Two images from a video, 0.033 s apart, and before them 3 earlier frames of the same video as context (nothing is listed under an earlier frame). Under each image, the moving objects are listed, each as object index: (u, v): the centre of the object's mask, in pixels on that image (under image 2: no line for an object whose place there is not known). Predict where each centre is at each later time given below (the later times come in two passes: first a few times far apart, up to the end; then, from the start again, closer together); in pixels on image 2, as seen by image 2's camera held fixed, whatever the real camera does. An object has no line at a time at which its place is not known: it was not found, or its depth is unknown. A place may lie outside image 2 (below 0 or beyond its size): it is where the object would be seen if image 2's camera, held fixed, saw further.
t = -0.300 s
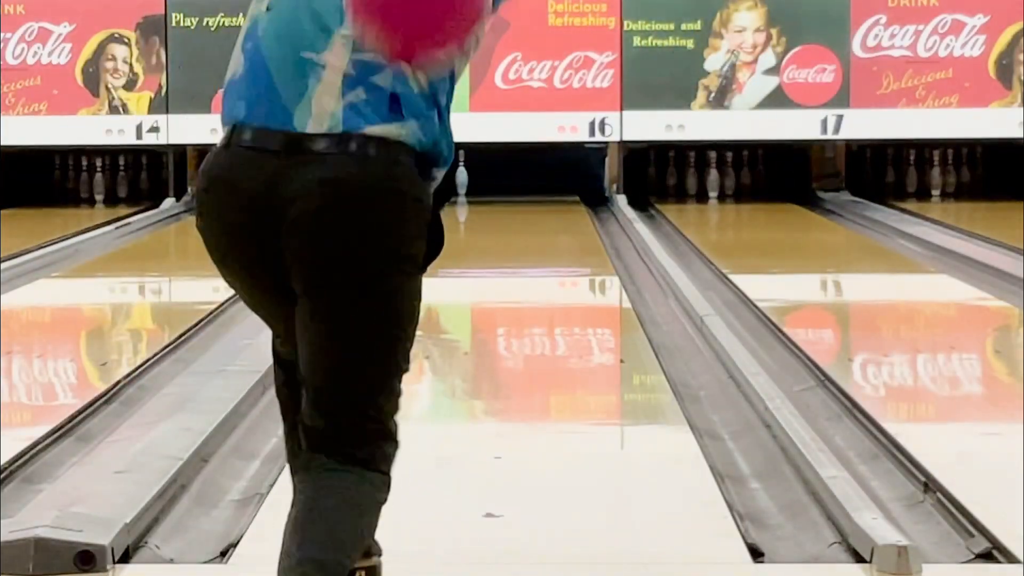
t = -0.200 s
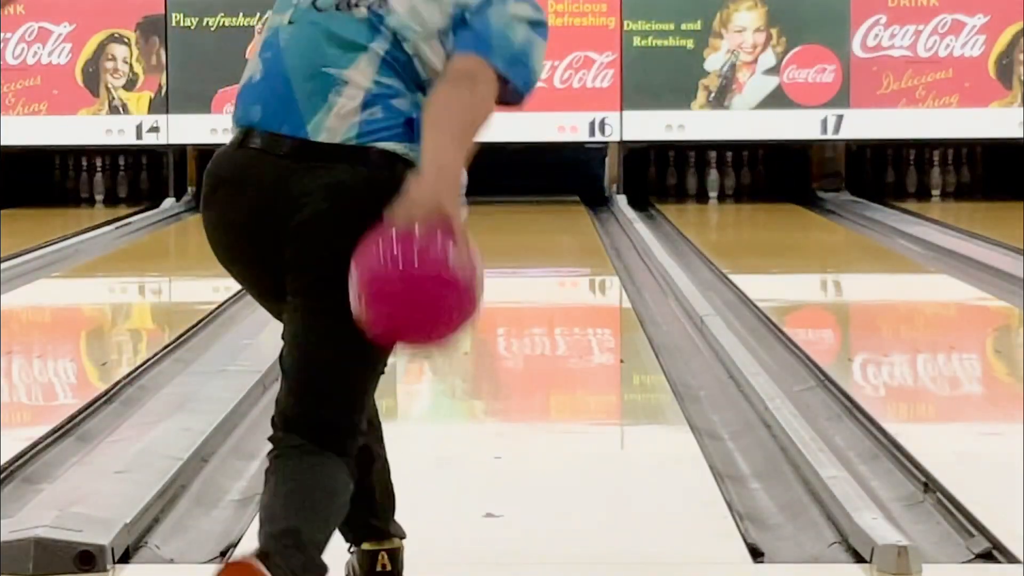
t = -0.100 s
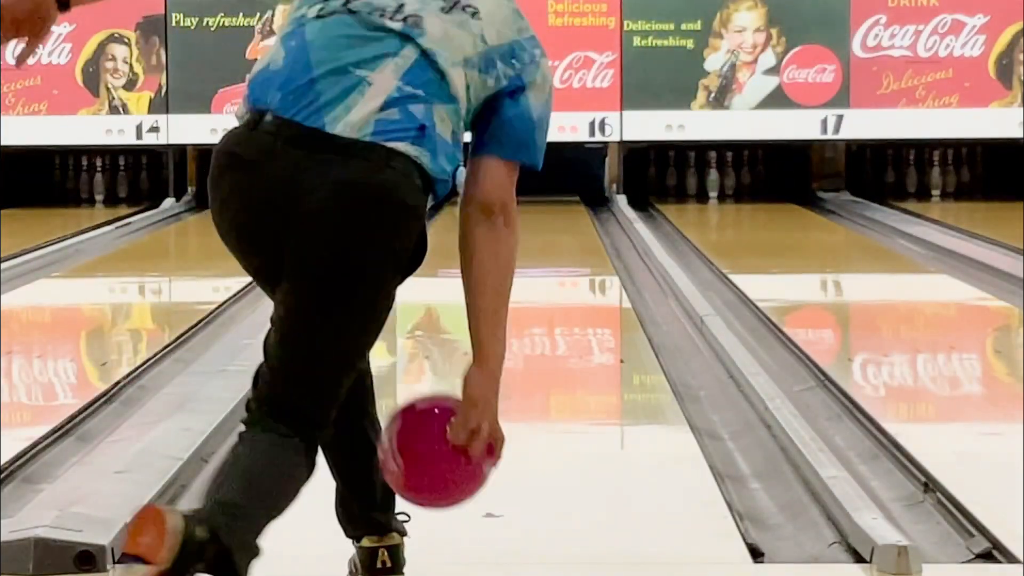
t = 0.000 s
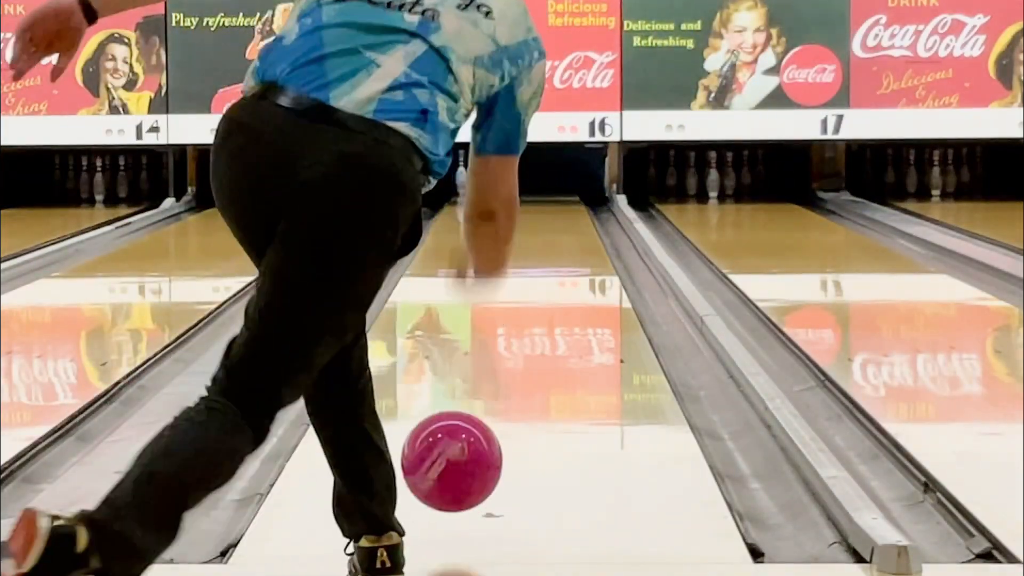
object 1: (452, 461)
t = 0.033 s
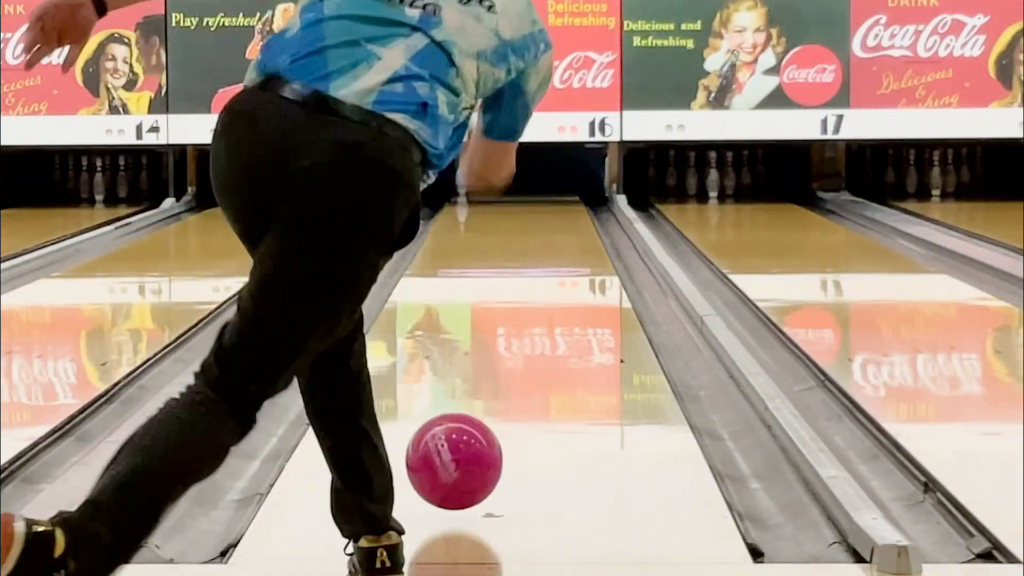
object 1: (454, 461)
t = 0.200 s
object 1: (462, 403)
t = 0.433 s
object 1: (469, 341)
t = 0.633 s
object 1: (472, 303)
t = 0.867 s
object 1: (474, 271)
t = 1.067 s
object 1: (476, 250)
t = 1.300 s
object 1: (476, 231)
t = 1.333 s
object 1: (479, 230)
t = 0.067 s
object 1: (456, 456)
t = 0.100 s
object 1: (458, 441)
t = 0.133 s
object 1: (459, 427)
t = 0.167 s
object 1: (461, 415)
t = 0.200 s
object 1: (462, 403)
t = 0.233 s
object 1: (463, 392)
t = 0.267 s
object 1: (464, 382)
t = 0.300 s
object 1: (465, 373)
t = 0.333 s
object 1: (466, 364)
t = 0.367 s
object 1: (467, 356)
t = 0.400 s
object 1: (468, 348)
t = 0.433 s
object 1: (469, 341)
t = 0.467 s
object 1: (470, 334)
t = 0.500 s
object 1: (470, 327)
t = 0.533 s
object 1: (471, 320)
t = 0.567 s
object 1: (471, 315)
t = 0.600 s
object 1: (472, 309)
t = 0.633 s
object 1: (472, 303)
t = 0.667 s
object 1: (467, 297)
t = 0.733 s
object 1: (479, 290)
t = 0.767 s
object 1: (474, 284)
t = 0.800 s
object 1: (474, 279)
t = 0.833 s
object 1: (474, 275)
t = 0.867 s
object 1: (474, 271)
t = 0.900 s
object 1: (475, 267)
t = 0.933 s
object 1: (475, 263)
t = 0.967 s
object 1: (475, 259)
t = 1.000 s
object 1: (475, 256)
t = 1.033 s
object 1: (475, 253)
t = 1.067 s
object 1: (476, 250)
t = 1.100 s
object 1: (476, 247)
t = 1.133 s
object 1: (476, 244)
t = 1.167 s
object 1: (476, 241)
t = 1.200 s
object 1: (476, 239)
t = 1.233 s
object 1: (476, 236)
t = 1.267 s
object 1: (476, 234)
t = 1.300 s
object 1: (476, 231)
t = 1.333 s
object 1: (479, 230)
